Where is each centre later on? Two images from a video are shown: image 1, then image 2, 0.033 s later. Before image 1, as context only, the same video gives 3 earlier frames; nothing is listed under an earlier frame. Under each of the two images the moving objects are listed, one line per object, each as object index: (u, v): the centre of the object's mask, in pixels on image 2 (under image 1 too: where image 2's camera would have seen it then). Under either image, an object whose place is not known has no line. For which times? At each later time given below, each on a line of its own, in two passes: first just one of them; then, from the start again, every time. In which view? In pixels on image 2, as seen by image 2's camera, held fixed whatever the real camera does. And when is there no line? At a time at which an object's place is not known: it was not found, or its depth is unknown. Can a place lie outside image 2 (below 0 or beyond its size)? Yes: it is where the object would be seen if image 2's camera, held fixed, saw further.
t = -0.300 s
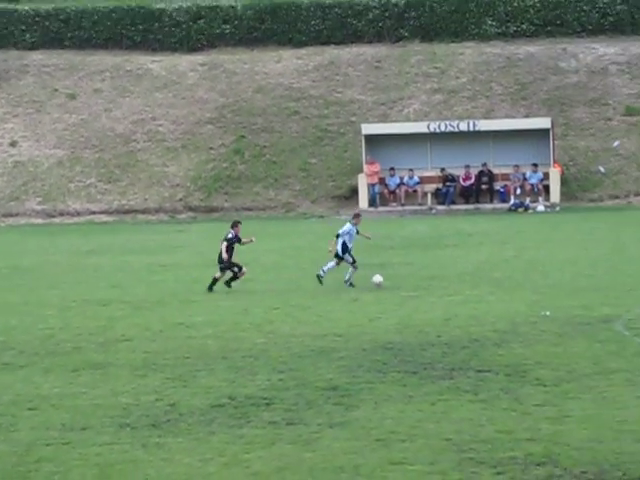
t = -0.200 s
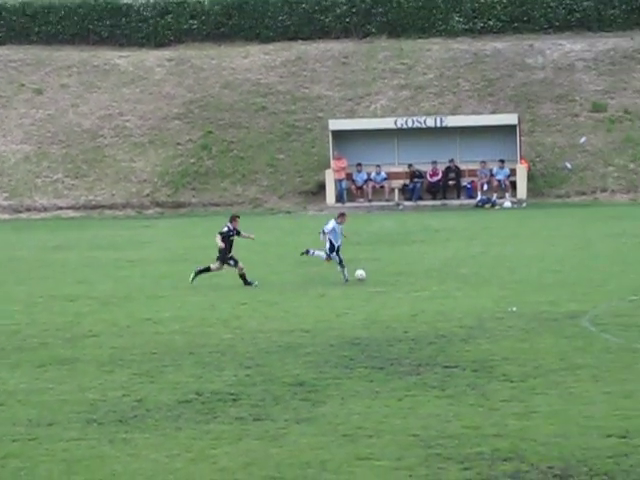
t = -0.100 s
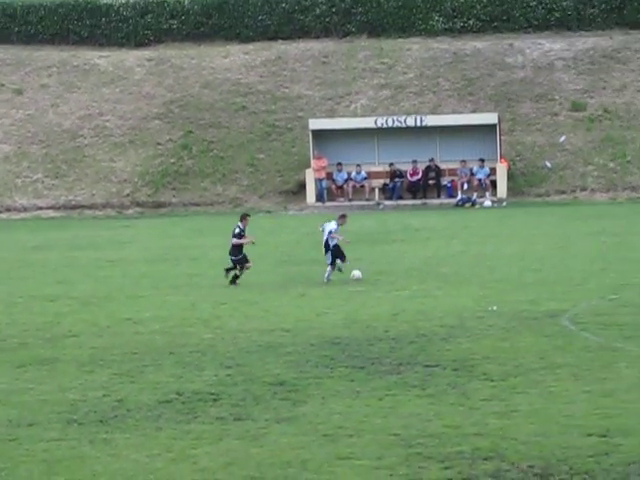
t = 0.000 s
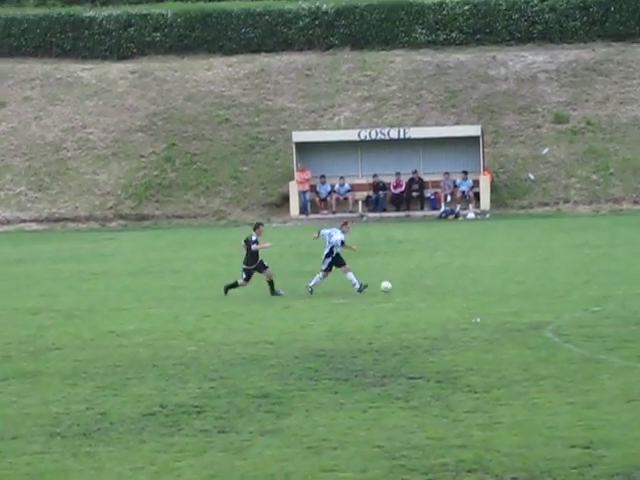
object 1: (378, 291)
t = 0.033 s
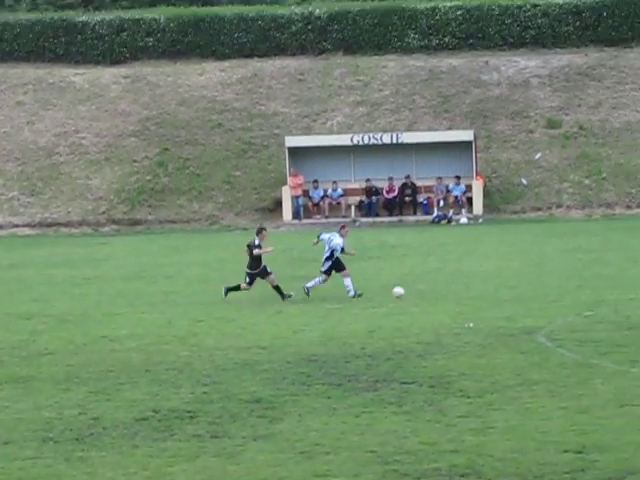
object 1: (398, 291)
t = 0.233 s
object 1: (518, 305)
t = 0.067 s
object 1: (418, 293)
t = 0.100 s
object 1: (438, 295)
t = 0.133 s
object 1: (458, 297)
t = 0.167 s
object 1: (479, 301)
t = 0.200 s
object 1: (499, 303)
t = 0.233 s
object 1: (518, 305)
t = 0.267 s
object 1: (537, 305)
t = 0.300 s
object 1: (555, 305)
